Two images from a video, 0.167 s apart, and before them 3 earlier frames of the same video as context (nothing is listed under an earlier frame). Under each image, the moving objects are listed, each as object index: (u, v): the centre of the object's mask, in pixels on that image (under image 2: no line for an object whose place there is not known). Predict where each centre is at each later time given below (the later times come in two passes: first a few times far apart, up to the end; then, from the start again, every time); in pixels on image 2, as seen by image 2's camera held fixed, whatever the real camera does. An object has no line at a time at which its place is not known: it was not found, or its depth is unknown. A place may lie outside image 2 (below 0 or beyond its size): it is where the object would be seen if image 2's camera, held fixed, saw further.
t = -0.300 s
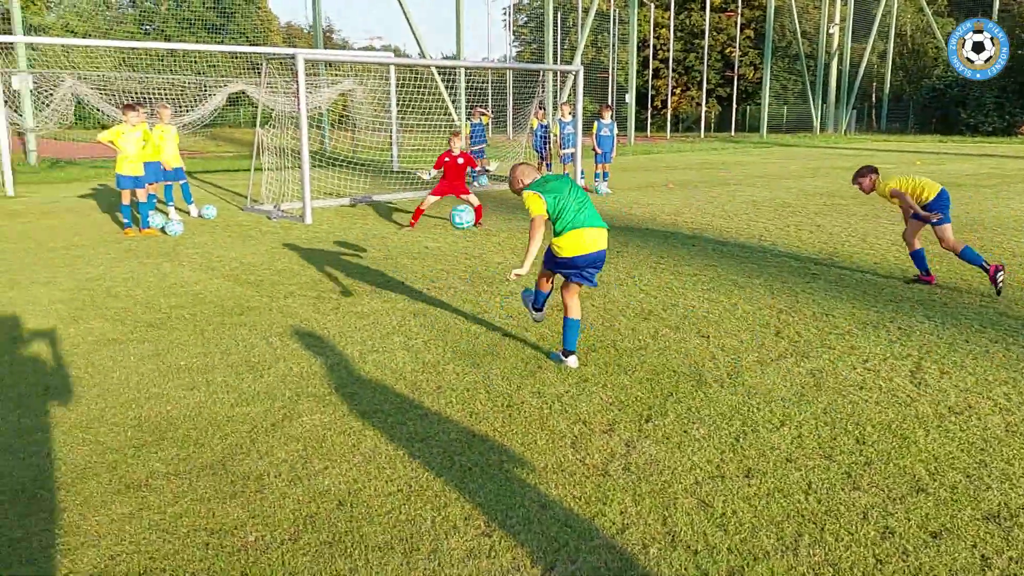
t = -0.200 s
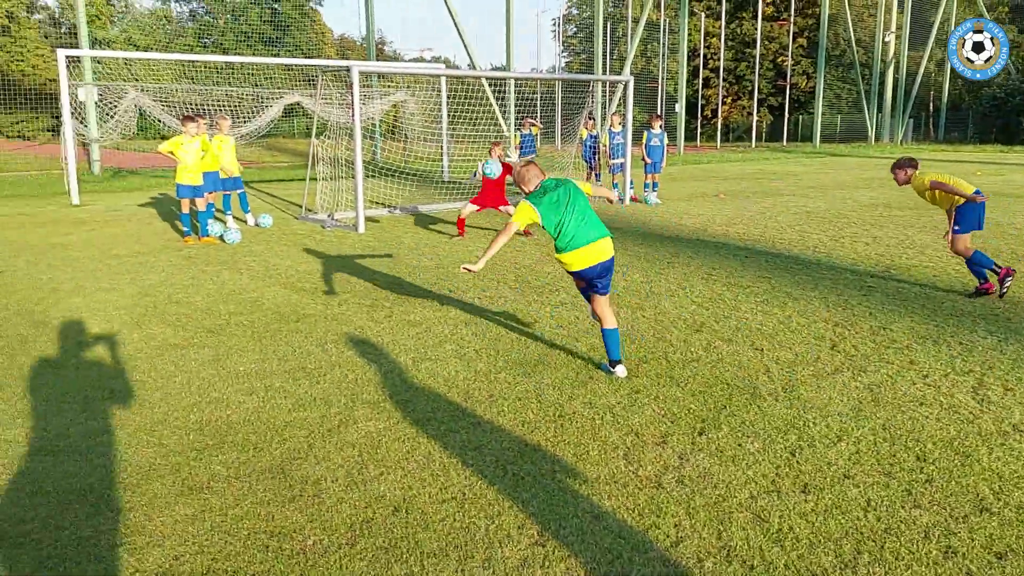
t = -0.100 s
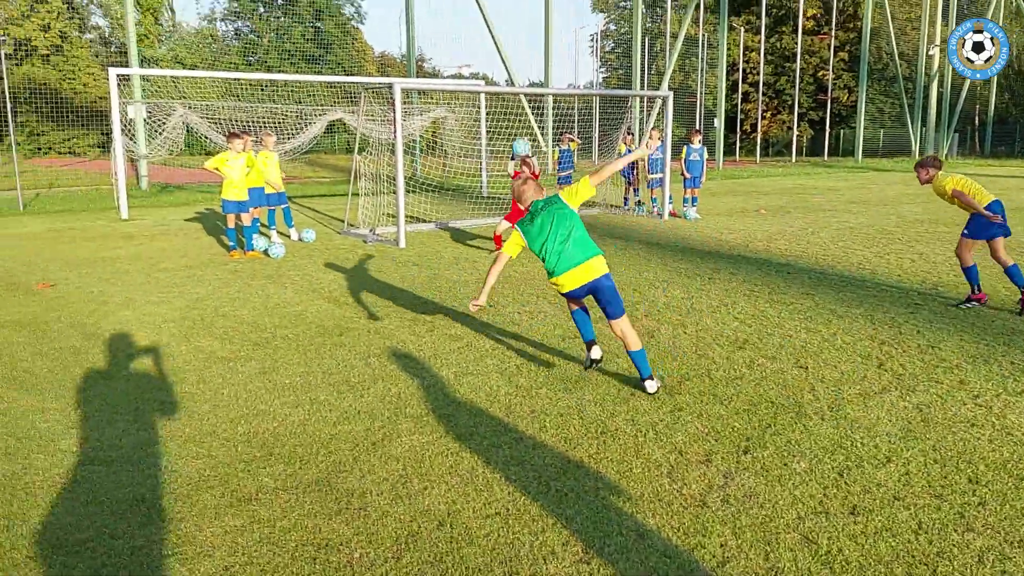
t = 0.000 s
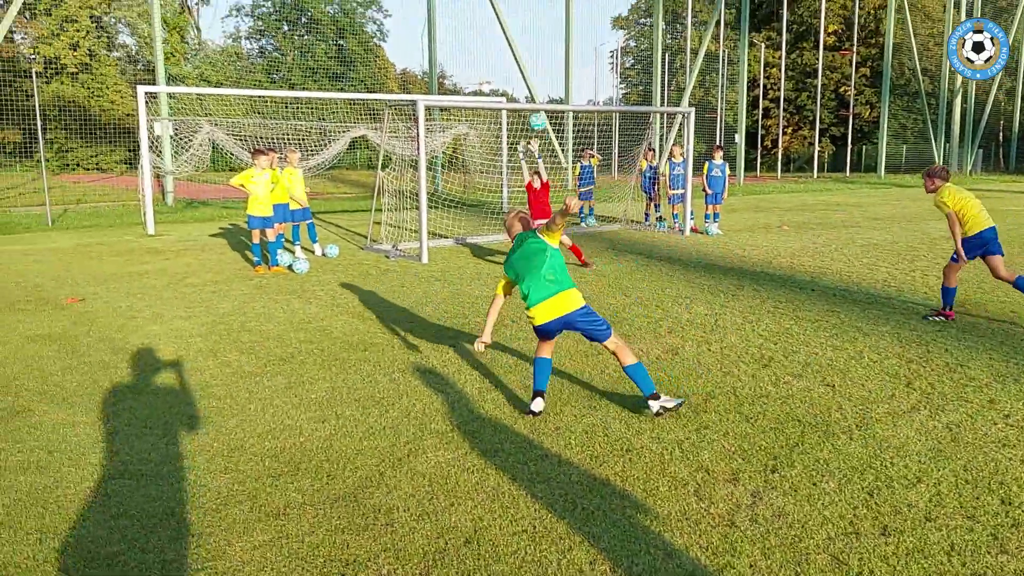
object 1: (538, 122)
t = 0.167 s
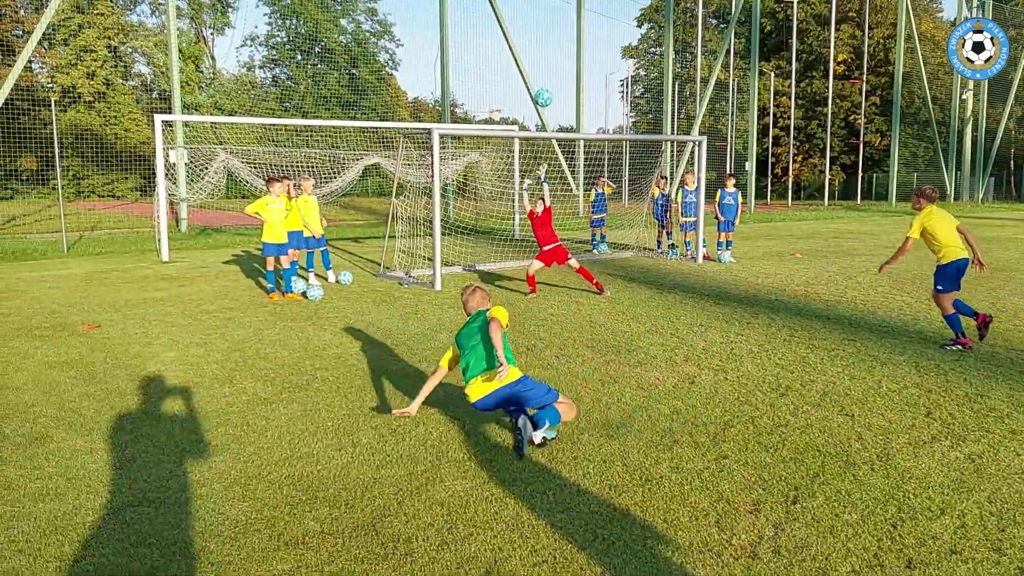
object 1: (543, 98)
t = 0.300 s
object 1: (540, 72)
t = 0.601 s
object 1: (531, 72)
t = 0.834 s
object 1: (521, 133)
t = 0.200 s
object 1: (542, 90)
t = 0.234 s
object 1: (542, 83)
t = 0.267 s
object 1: (541, 77)
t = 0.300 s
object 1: (540, 72)
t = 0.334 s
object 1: (539, 68)
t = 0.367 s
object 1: (538, 65)
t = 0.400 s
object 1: (537, 63)
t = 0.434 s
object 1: (536, 62)
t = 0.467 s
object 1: (535, 61)
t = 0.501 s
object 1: (535, 62)
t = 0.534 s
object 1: (533, 65)
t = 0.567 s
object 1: (532, 67)
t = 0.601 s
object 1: (531, 72)
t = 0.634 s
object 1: (530, 77)
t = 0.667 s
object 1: (528, 84)
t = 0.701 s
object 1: (527, 91)
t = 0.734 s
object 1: (526, 100)
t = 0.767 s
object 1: (524, 111)
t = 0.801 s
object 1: (523, 121)
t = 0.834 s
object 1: (521, 133)
